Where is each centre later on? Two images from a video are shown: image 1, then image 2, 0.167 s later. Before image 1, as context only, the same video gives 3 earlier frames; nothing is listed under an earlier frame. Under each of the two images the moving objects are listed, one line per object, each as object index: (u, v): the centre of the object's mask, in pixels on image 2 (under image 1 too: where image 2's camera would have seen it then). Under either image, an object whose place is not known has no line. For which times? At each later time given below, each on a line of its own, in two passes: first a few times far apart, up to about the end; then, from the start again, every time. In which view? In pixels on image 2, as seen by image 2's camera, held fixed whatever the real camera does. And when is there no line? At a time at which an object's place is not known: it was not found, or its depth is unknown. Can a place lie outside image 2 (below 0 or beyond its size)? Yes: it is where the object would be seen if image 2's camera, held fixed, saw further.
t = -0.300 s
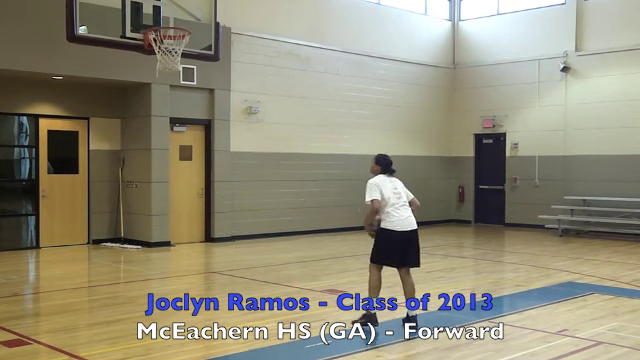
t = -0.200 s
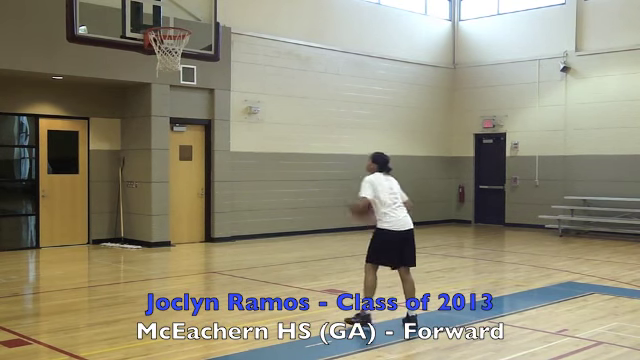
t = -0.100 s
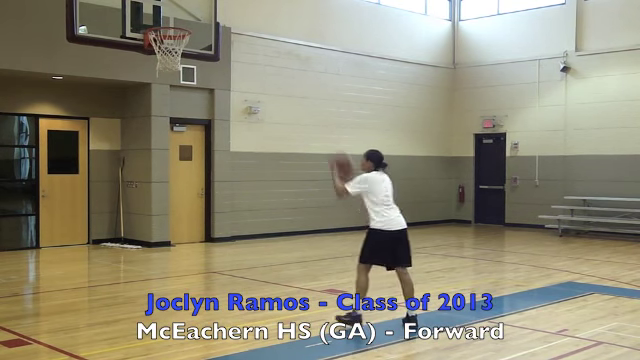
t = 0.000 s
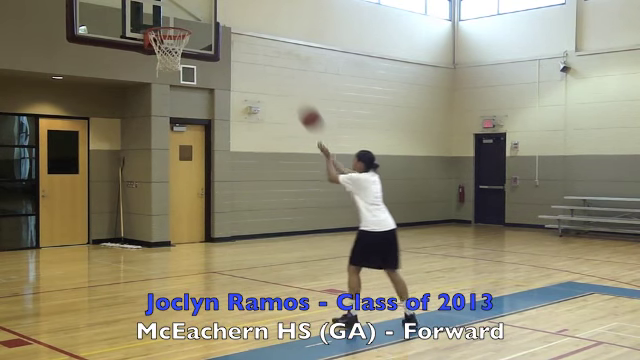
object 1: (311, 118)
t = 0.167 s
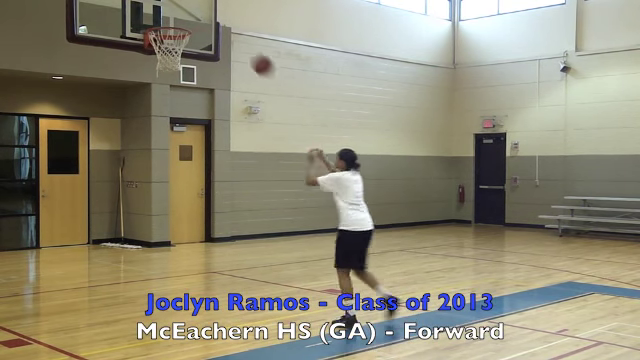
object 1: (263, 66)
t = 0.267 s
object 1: (236, 47)
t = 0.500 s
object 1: (206, 40)
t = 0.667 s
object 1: (228, 68)
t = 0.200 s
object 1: (253, 58)
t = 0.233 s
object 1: (245, 52)
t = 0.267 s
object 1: (236, 47)
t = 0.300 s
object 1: (228, 43)
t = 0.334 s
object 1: (220, 39)
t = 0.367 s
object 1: (211, 39)
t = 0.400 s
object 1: (203, 37)
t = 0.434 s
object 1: (198, 37)
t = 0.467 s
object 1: (201, 38)
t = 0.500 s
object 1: (206, 40)
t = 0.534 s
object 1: (210, 45)
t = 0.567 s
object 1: (215, 48)
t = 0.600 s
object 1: (220, 55)
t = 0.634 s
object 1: (223, 61)
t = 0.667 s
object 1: (228, 68)
